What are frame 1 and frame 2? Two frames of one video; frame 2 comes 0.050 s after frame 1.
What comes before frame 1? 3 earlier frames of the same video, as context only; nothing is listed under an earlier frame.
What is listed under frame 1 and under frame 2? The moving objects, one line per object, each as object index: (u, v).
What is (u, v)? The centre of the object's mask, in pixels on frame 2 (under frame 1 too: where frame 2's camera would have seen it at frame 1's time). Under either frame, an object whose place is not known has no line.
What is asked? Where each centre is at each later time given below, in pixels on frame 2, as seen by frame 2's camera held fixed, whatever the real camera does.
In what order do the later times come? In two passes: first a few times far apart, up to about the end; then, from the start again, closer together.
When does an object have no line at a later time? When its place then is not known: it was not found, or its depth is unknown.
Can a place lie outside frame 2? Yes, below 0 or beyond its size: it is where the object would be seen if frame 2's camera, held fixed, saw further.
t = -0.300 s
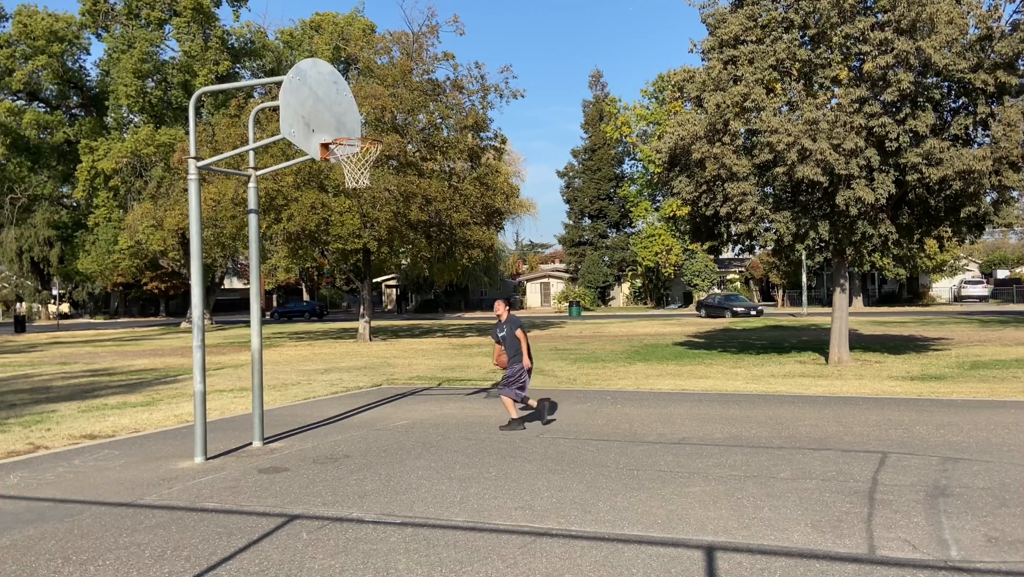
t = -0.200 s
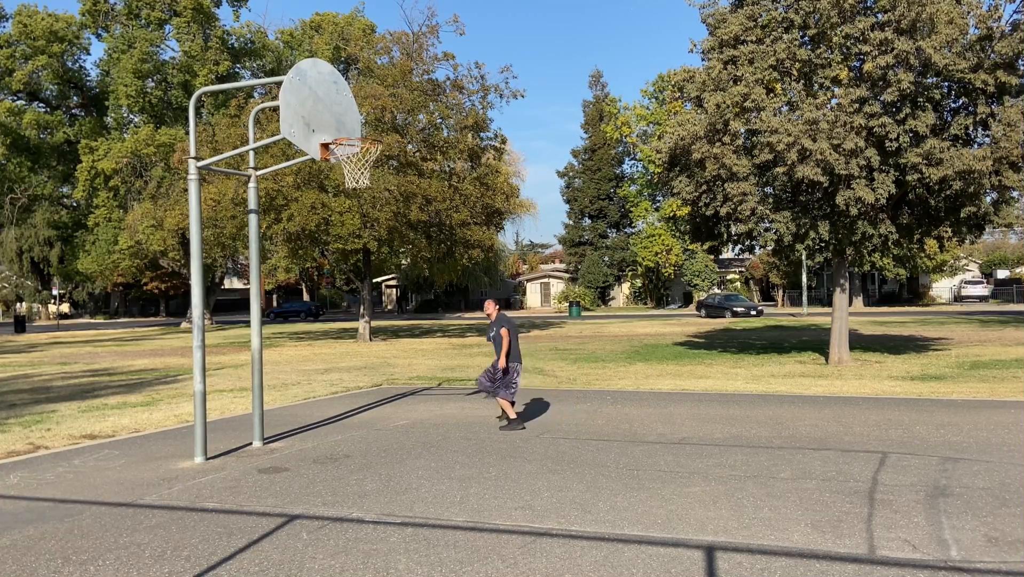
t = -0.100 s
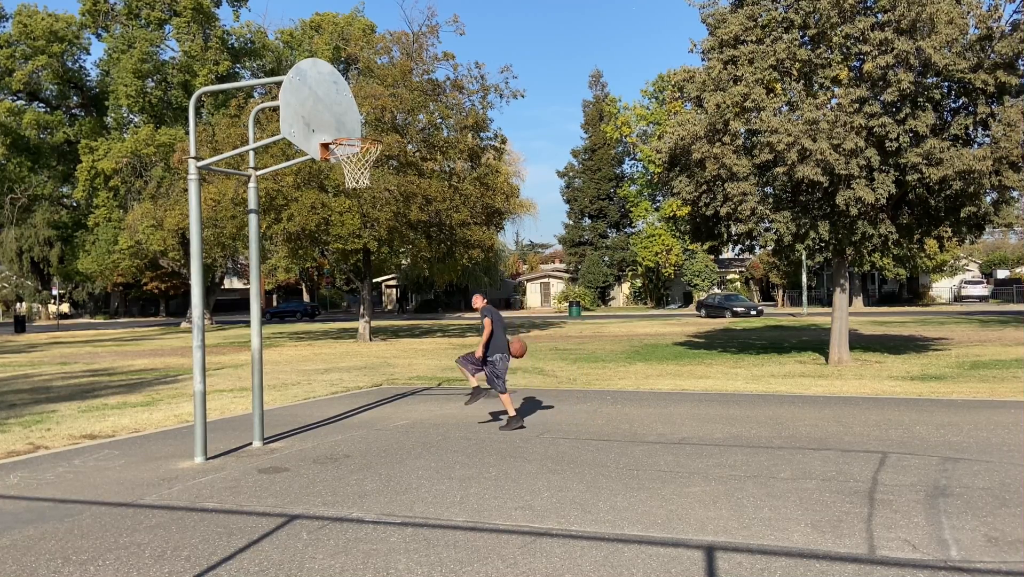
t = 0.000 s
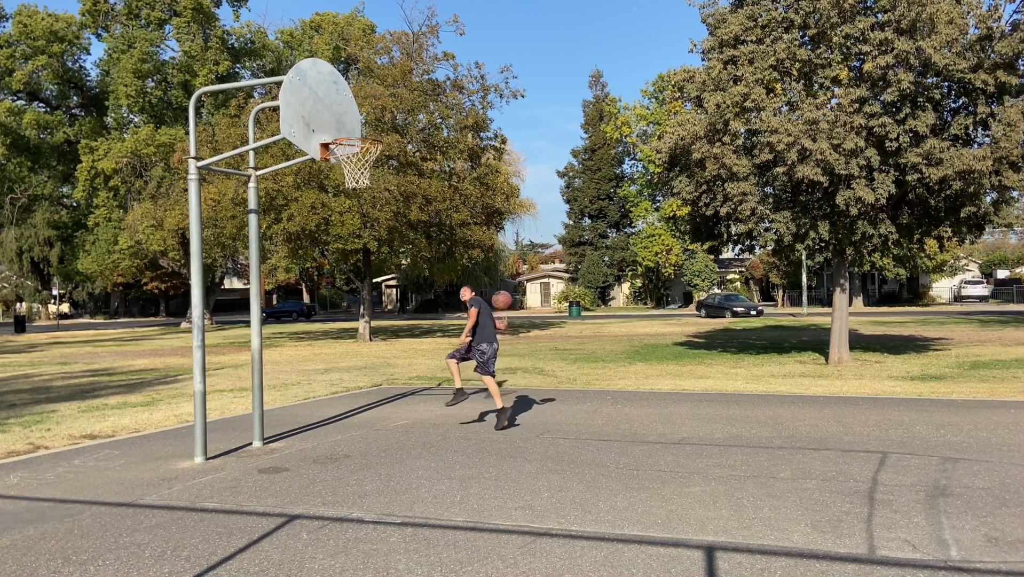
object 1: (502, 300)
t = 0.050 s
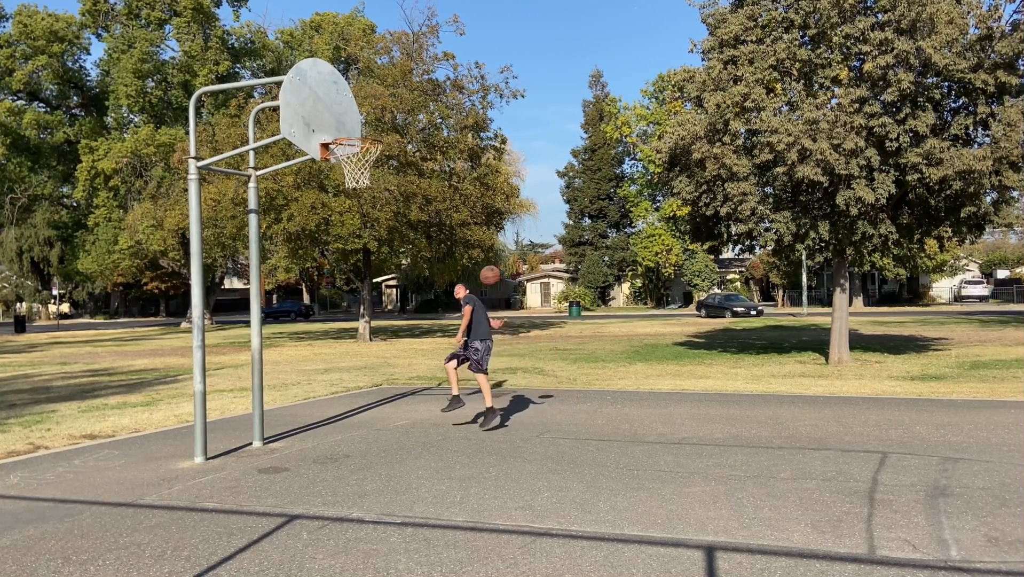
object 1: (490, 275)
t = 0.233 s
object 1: (446, 198)
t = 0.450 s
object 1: (392, 138)
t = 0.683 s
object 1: (362, 123)
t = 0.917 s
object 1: (364, 164)
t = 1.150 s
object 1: (359, 210)
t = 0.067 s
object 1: (486, 267)
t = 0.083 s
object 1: (482, 260)
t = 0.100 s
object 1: (478, 252)
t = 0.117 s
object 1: (474, 244)
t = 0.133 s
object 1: (470, 238)
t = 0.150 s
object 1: (467, 230)
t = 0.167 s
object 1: (462, 223)
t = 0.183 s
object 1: (459, 217)
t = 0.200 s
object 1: (454, 210)
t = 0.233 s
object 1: (446, 198)
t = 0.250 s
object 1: (442, 192)
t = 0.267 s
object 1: (438, 186)
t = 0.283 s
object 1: (434, 181)
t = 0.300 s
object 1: (429, 176)
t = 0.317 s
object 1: (425, 170)
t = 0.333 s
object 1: (421, 165)
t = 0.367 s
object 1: (412, 156)
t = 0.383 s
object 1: (408, 152)
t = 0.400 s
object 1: (404, 148)
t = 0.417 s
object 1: (400, 145)
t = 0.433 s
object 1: (396, 141)
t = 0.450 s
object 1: (392, 138)
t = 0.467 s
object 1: (387, 134)
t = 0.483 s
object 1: (382, 132)
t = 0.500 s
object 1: (378, 130)
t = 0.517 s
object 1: (373, 128)
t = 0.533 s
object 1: (369, 125)
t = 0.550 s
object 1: (364, 123)
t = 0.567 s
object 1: (361, 121)
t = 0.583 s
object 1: (361, 121)
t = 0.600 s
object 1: (361, 121)
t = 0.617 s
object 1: (361, 121)
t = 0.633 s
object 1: (361, 121)
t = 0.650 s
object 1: (361, 121)
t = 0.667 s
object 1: (361, 122)
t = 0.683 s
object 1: (362, 123)
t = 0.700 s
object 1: (362, 124)
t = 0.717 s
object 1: (362, 126)
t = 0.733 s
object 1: (362, 127)
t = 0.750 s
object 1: (362, 129)
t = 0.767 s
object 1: (363, 130)
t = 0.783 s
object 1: (363, 135)
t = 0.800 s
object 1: (363, 138)
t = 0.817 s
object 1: (363, 142)
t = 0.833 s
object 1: (363, 145)
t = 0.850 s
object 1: (364, 148)
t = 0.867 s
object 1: (365, 151)
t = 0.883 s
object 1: (364, 159)
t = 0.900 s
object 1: (364, 161)
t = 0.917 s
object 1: (364, 164)
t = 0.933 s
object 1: (364, 168)
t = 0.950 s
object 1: (363, 172)
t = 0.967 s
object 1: (362, 172)
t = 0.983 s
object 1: (362, 173)
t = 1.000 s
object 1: (362, 175)
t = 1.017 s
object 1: (362, 177)
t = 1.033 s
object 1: (362, 180)
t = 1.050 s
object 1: (361, 184)
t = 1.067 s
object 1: (361, 188)
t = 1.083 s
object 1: (361, 191)
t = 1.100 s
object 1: (360, 196)
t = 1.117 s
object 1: (360, 201)
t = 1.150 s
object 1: (359, 210)
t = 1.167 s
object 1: (359, 217)
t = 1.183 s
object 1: (359, 222)
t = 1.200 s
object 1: (359, 228)
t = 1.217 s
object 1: (358, 235)
